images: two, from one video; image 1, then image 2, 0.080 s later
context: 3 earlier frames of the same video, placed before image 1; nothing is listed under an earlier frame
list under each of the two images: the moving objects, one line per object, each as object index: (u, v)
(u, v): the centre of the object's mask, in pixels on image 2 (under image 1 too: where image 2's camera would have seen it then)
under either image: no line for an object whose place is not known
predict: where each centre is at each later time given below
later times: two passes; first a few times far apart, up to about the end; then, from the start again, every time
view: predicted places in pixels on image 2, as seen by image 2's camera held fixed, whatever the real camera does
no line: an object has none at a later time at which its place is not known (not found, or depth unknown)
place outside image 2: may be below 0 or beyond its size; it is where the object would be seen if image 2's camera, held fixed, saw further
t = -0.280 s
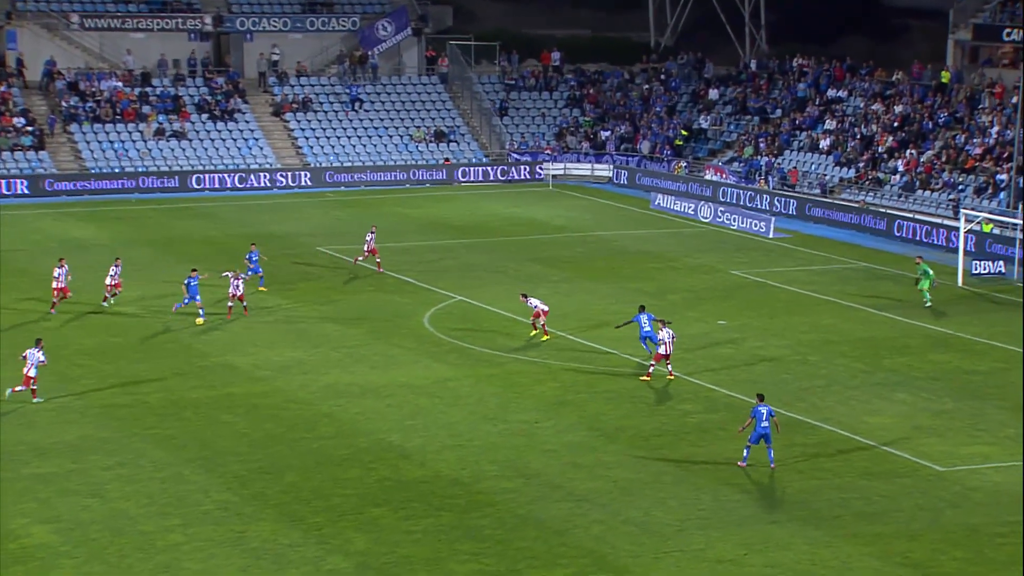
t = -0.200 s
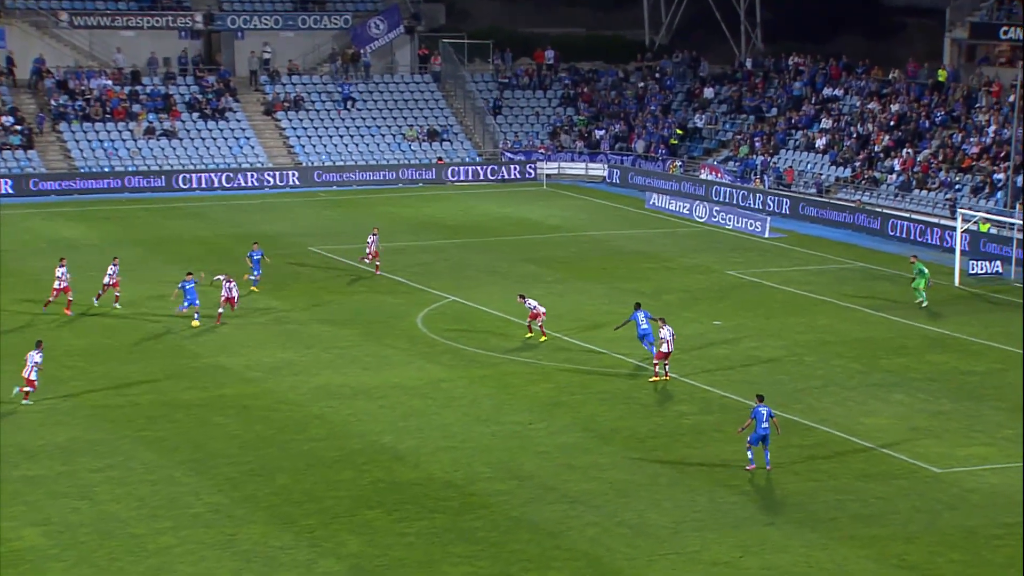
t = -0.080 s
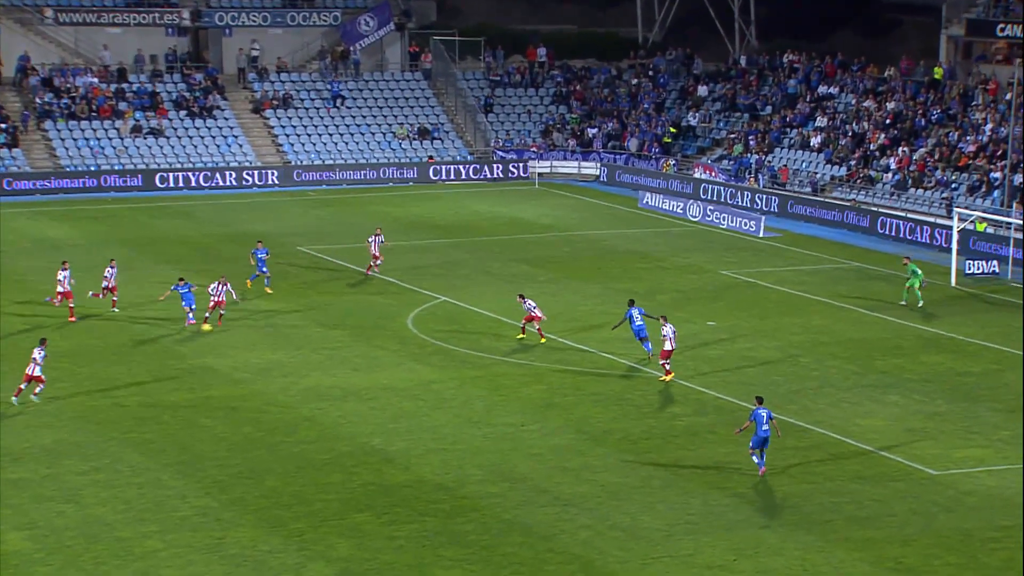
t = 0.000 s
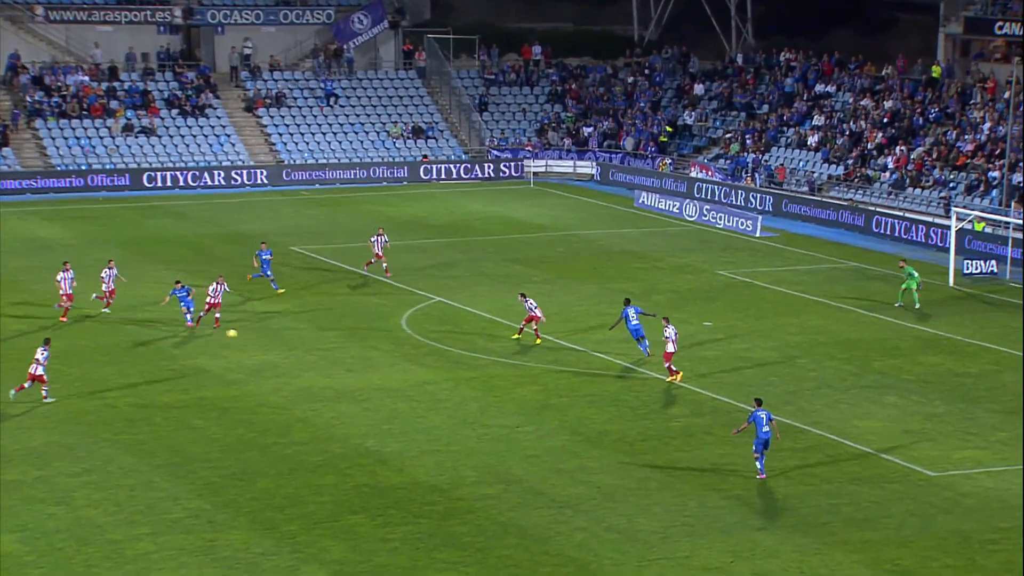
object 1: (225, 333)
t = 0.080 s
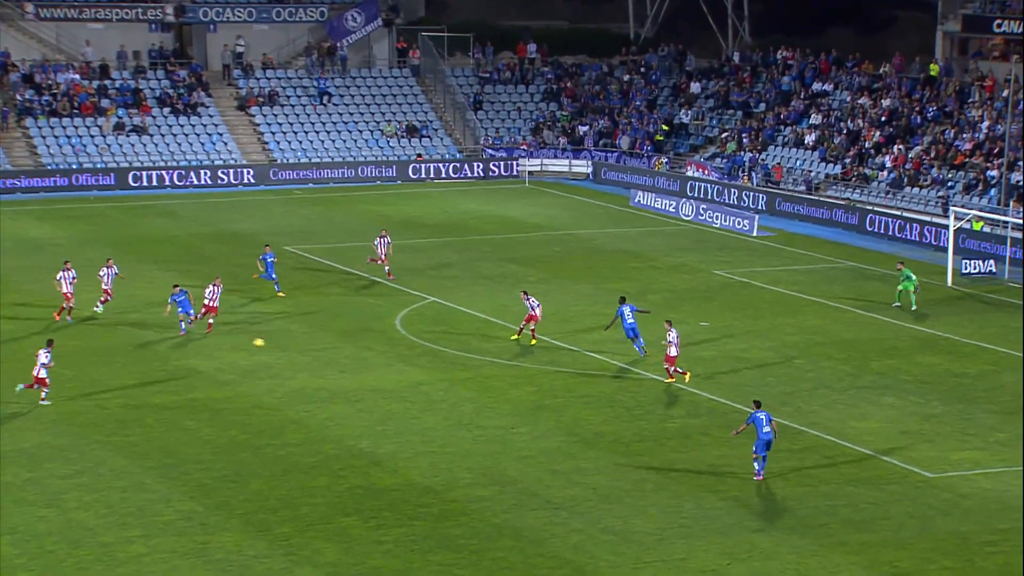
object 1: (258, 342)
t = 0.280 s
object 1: (344, 363)
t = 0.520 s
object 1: (445, 382)
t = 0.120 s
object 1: (276, 348)
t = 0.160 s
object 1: (293, 354)
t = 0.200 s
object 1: (311, 358)
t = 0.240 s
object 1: (327, 360)
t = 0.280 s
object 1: (344, 363)
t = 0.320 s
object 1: (361, 367)
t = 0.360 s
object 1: (379, 372)
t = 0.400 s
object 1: (396, 376)
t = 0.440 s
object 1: (412, 378)
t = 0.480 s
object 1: (428, 380)
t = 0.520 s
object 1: (445, 382)
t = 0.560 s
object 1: (461, 386)
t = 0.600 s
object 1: (478, 390)
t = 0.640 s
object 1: (494, 396)
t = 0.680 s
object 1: (512, 400)
